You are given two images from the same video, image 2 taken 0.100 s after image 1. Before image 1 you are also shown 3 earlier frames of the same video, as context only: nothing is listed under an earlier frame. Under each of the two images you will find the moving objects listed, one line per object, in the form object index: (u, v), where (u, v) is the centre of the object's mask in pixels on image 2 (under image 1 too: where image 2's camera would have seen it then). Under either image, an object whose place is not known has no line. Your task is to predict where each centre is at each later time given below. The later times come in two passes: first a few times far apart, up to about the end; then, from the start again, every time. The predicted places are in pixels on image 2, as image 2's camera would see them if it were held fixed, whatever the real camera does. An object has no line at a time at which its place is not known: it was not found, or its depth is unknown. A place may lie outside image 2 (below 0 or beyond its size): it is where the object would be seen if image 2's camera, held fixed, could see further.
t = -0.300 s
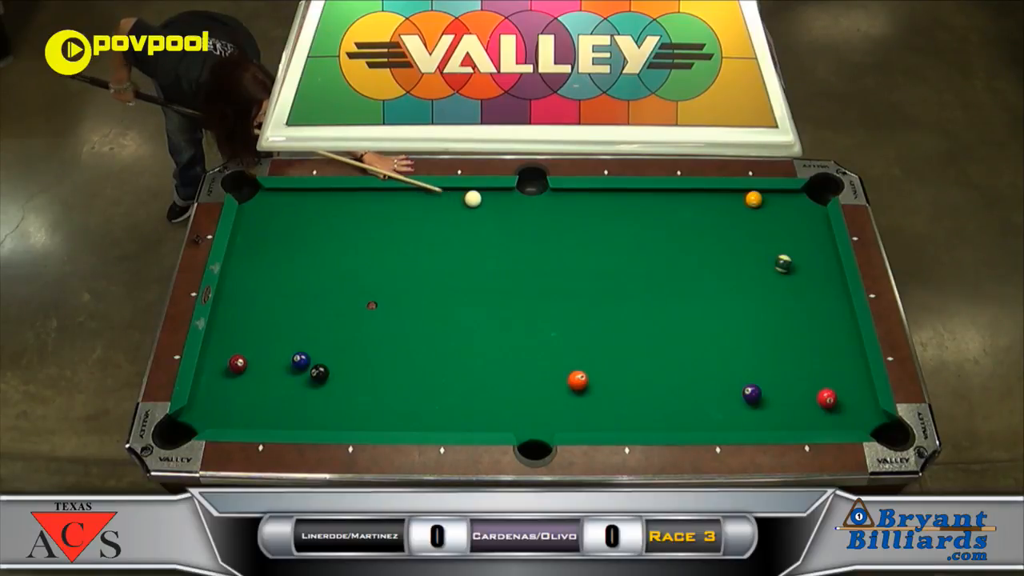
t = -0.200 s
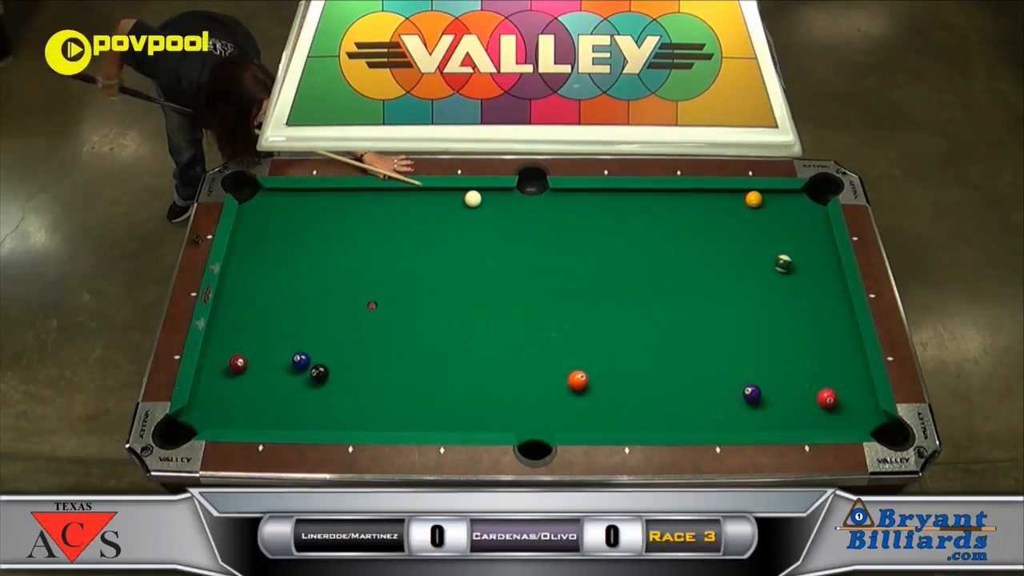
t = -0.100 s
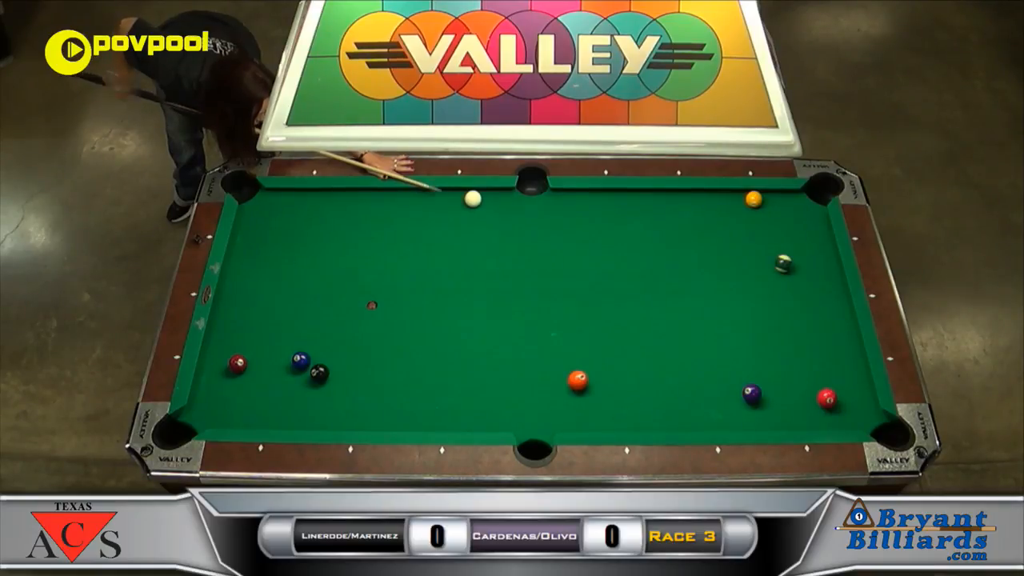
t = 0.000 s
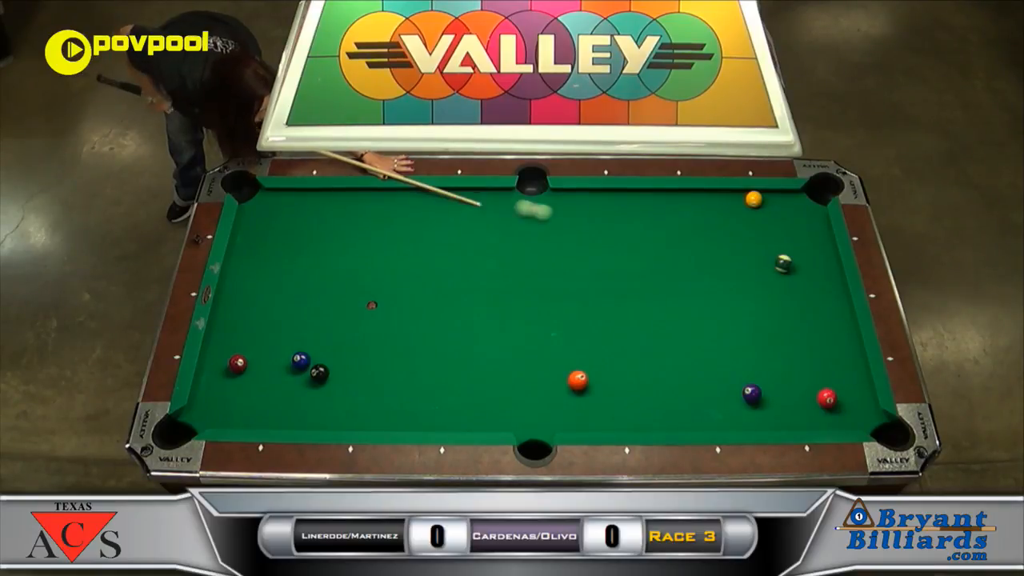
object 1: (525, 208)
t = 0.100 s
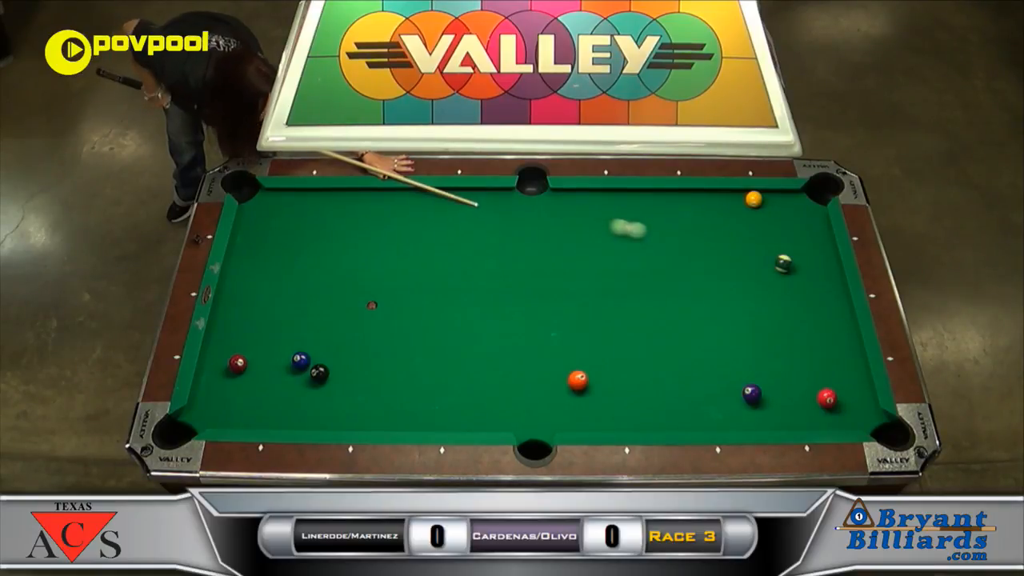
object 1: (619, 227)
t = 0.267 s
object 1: (768, 256)
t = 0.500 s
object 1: (773, 240)
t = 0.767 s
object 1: (774, 224)
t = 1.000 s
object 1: (774, 212)
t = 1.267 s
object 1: (775, 200)
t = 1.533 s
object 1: (777, 198)
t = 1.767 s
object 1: (779, 203)
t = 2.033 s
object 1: (781, 207)
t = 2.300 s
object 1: (783, 210)
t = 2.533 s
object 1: (784, 212)
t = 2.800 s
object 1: (783, 212)
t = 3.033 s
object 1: (783, 212)
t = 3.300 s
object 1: (783, 212)
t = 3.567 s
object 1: (783, 212)
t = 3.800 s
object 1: (783, 211)
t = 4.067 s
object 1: (783, 211)
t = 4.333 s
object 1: (783, 211)
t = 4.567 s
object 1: (783, 211)
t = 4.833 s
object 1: (783, 211)
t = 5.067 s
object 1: (783, 211)
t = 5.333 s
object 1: (783, 211)
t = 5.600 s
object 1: (783, 211)
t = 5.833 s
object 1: (783, 211)
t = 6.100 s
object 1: (783, 211)
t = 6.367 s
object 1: (783, 211)
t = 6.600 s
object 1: (783, 211)
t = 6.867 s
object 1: (783, 211)
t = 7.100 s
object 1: (783, 211)
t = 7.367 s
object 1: (783, 211)
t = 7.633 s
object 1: (783, 211)
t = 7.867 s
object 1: (783, 211)
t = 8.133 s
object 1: (783, 211)
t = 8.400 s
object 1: (783, 211)
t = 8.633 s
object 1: (783, 211)
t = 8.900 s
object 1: (783, 211)
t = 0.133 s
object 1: (649, 233)
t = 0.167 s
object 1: (679, 239)
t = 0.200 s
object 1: (711, 245)
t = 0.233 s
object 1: (738, 251)
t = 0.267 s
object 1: (768, 256)
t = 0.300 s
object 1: (770, 253)
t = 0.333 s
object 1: (772, 251)
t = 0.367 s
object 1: (772, 248)
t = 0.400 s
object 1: (772, 246)
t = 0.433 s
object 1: (773, 244)
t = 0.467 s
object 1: (773, 242)
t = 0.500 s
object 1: (773, 240)
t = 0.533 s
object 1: (773, 238)
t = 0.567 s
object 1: (773, 236)
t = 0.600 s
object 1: (773, 234)
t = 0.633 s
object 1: (774, 232)
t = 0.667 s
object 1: (774, 230)
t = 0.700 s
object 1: (774, 228)
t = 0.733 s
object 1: (774, 226)
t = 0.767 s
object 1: (774, 224)
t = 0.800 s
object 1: (774, 223)
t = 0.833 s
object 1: (774, 221)
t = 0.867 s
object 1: (774, 219)
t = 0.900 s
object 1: (774, 217)
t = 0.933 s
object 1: (774, 216)
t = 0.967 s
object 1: (774, 214)
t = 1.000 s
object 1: (774, 212)
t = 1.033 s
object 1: (774, 211)
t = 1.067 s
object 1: (774, 209)
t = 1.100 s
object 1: (774, 208)
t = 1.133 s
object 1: (775, 206)
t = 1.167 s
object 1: (775, 204)
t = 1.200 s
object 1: (775, 203)
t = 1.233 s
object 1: (775, 202)
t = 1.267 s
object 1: (775, 200)
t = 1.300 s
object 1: (775, 199)
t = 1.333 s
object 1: (775, 198)
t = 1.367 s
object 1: (775, 196)
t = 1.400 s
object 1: (775, 196)
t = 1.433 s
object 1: (776, 197)
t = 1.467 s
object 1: (776, 197)
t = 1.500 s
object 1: (776, 198)
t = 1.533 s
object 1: (777, 198)
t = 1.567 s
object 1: (777, 199)
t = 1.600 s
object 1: (777, 200)
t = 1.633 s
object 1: (778, 200)
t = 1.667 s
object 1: (778, 201)
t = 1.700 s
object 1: (778, 202)
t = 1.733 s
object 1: (779, 202)
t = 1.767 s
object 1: (779, 203)
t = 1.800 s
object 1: (780, 204)
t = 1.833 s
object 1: (780, 204)
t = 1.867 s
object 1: (780, 205)
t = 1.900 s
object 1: (780, 205)
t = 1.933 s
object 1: (780, 206)
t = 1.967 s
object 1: (781, 206)
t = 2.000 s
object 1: (781, 207)
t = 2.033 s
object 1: (781, 207)
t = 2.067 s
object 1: (781, 208)
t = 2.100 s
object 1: (781, 208)
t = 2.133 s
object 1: (782, 209)
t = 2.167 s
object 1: (782, 209)
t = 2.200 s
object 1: (782, 209)
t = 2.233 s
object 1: (782, 210)
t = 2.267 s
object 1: (783, 210)
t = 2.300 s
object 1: (783, 210)
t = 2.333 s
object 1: (783, 211)
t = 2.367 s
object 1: (783, 211)
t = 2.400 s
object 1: (783, 211)
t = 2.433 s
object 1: (783, 211)
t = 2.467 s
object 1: (783, 212)
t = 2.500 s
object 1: (783, 212)
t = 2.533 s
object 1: (784, 212)
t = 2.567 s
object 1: (783, 212)
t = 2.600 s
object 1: (783, 212)
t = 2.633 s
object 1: (783, 212)
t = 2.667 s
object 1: (783, 212)
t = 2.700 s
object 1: (783, 212)
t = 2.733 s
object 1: (783, 212)
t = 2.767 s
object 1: (783, 212)
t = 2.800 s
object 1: (783, 212)
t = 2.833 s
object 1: (783, 212)
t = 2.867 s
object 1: (783, 212)
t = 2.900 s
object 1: (783, 212)
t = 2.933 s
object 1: (783, 212)
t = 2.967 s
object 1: (783, 212)
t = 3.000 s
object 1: (783, 212)
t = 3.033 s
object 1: (783, 212)
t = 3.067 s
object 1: (783, 212)
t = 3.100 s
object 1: (783, 212)
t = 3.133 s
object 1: (783, 212)
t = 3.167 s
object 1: (783, 212)
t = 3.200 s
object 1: (783, 211)
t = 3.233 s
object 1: (783, 212)
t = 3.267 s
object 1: (783, 212)
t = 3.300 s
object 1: (783, 212)
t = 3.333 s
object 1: (783, 212)
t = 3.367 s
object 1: (783, 212)
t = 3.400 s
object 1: (783, 212)
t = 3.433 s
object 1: (783, 212)
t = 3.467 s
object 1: (783, 212)
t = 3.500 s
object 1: (783, 212)
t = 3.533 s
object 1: (783, 212)
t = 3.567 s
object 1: (783, 212)
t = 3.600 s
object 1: (783, 212)
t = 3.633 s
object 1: (783, 212)
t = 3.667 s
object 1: (783, 212)
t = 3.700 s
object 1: (783, 212)
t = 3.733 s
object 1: (783, 212)
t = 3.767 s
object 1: (783, 212)
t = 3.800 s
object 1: (783, 211)
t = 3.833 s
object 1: (783, 212)
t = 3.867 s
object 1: (783, 212)
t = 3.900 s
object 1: (783, 211)
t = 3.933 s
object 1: (783, 211)
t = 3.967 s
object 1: (783, 211)
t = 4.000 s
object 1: (783, 211)
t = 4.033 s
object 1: (783, 211)
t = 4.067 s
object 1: (783, 211)
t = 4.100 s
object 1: (783, 211)
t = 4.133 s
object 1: (783, 211)
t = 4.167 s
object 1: (783, 211)
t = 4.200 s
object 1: (783, 211)
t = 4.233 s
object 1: (783, 211)
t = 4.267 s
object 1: (783, 211)
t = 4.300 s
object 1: (783, 211)
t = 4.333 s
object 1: (783, 211)
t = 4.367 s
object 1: (783, 211)
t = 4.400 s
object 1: (783, 211)
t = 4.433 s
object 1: (783, 211)
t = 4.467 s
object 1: (783, 211)
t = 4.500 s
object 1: (783, 211)
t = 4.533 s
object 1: (783, 211)
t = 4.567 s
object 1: (783, 211)
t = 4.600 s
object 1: (783, 211)
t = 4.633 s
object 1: (783, 211)
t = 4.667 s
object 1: (783, 211)
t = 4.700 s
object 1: (783, 211)
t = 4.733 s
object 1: (783, 211)
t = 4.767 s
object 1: (783, 211)
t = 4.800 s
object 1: (783, 211)
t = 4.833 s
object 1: (783, 211)
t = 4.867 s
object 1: (783, 211)
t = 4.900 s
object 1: (783, 211)
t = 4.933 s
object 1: (783, 211)
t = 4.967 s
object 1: (783, 211)
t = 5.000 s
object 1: (783, 211)
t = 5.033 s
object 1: (783, 211)
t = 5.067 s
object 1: (783, 211)
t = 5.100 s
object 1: (783, 211)
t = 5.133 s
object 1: (783, 211)
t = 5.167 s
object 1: (783, 211)
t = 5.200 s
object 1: (783, 211)
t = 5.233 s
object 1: (783, 211)
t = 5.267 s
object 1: (783, 211)
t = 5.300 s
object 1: (783, 211)
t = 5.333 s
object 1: (783, 211)
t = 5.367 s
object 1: (783, 211)
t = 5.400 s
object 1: (783, 211)
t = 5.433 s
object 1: (783, 211)
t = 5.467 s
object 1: (783, 211)
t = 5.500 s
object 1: (783, 211)
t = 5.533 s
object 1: (783, 211)
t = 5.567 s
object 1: (783, 211)
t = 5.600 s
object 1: (783, 211)
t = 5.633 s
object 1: (783, 211)
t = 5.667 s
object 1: (783, 211)
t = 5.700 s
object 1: (783, 211)
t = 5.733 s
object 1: (783, 211)
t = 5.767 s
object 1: (783, 211)
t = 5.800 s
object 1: (783, 211)
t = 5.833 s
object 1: (783, 211)
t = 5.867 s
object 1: (783, 211)
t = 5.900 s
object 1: (783, 211)
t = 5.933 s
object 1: (783, 211)
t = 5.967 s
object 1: (783, 211)
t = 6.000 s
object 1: (783, 211)
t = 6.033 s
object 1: (783, 211)
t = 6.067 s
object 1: (783, 211)
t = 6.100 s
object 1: (783, 211)
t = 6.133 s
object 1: (783, 211)
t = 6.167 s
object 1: (783, 211)
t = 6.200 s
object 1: (783, 211)
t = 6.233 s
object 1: (783, 211)
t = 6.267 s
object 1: (783, 211)
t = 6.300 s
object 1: (783, 211)
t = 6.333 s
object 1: (783, 211)
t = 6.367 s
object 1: (783, 211)
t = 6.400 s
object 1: (783, 211)
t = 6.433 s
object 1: (783, 211)
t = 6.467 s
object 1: (783, 211)
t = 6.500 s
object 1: (783, 211)
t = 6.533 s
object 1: (783, 211)
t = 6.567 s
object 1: (783, 211)
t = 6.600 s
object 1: (783, 211)
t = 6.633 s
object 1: (783, 211)
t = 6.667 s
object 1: (783, 211)
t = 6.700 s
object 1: (783, 211)
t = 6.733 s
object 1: (783, 211)
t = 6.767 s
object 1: (783, 211)
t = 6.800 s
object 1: (783, 211)
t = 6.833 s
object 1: (783, 211)
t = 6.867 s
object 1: (783, 211)
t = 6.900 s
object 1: (783, 211)
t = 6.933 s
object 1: (783, 211)
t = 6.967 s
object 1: (783, 211)
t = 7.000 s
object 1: (783, 211)
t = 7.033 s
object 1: (783, 211)
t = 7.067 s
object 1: (783, 211)
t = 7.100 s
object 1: (783, 211)
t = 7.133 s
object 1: (783, 211)
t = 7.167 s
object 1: (783, 211)
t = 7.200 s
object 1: (783, 211)
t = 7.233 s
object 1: (783, 211)
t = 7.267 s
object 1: (783, 211)
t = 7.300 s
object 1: (783, 211)
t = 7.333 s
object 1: (783, 211)
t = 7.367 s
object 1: (783, 211)
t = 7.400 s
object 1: (783, 211)
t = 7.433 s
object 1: (783, 211)
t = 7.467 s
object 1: (783, 211)
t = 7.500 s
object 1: (783, 211)
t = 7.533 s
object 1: (783, 211)
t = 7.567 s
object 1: (783, 211)
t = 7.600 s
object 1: (783, 211)
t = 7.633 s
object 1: (783, 211)
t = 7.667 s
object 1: (783, 211)
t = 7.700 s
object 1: (783, 211)
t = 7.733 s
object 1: (783, 211)
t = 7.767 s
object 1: (783, 211)
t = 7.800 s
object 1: (783, 211)
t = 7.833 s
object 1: (783, 211)
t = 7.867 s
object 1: (783, 211)
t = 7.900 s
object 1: (783, 211)
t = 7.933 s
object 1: (783, 211)
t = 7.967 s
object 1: (783, 211)
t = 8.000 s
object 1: (783, 211)
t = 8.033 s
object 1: (783, 211)
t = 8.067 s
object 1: (783, 211)
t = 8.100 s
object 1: (783, 211)
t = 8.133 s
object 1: (783, 211)
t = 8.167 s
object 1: (783, 211)
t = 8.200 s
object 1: (783, 211)
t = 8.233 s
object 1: (783, 211)
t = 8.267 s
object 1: (783, 211)
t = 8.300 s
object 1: (783, 211)
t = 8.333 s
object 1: (783, 211)
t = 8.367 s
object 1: (783, 211)
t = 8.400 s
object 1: (783, 211)
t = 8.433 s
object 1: (783, 211)
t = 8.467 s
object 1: (783, 211)
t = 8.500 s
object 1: (783, 211)
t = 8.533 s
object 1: (783, 211)
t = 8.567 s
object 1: (783, 211)
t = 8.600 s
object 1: (783, 211)
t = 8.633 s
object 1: (783, 211)
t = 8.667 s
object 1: (783, 211)
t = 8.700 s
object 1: (783, 211)
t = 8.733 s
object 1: (783, 211)
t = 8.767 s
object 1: (783, 211)
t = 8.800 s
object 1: (783, 211)
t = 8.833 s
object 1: (783, 211)
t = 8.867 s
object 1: (783, 211)
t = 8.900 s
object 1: (783, 211)
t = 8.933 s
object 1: (783, 212)
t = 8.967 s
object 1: (783, 212)
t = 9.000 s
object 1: (783, 212)
